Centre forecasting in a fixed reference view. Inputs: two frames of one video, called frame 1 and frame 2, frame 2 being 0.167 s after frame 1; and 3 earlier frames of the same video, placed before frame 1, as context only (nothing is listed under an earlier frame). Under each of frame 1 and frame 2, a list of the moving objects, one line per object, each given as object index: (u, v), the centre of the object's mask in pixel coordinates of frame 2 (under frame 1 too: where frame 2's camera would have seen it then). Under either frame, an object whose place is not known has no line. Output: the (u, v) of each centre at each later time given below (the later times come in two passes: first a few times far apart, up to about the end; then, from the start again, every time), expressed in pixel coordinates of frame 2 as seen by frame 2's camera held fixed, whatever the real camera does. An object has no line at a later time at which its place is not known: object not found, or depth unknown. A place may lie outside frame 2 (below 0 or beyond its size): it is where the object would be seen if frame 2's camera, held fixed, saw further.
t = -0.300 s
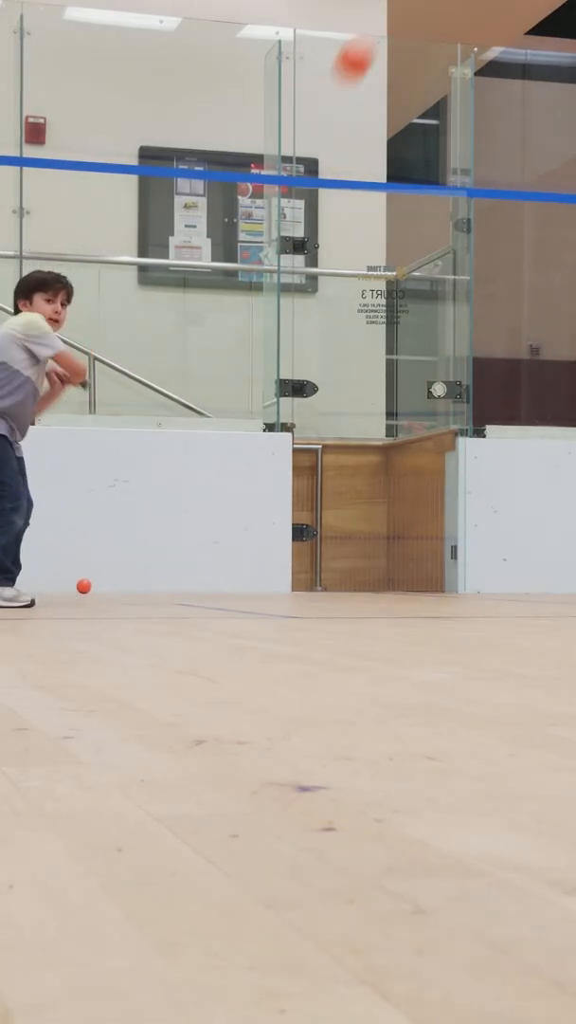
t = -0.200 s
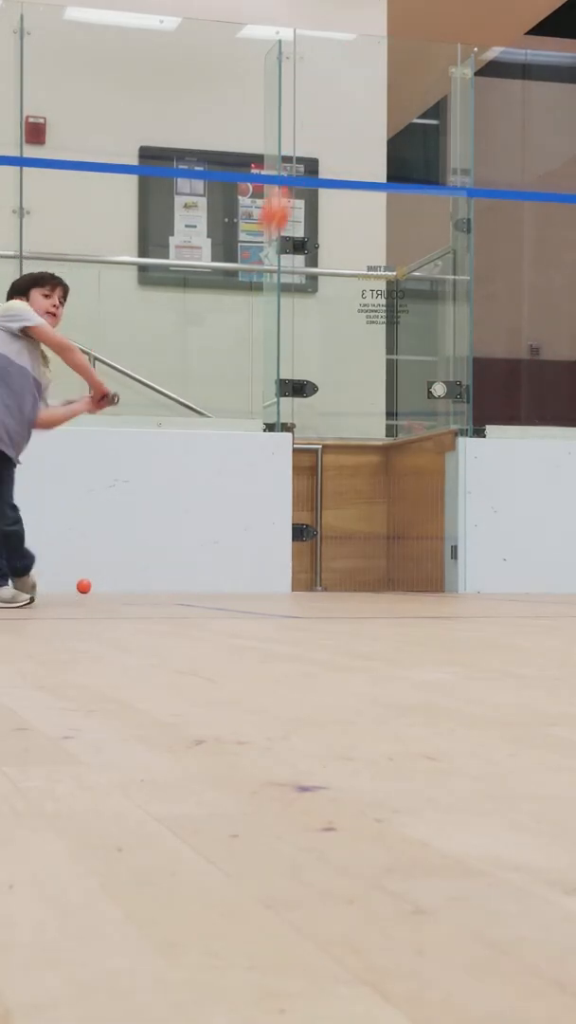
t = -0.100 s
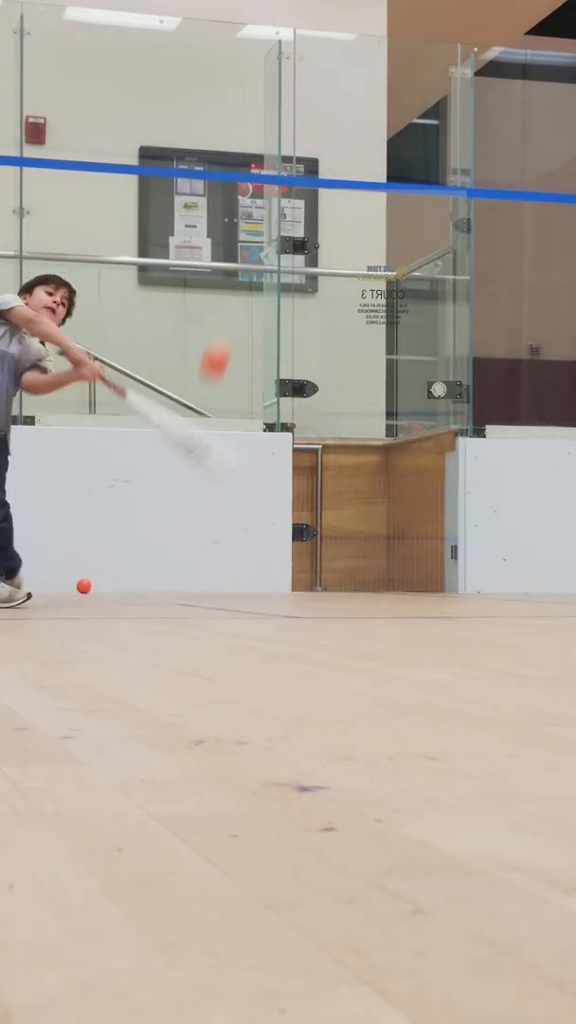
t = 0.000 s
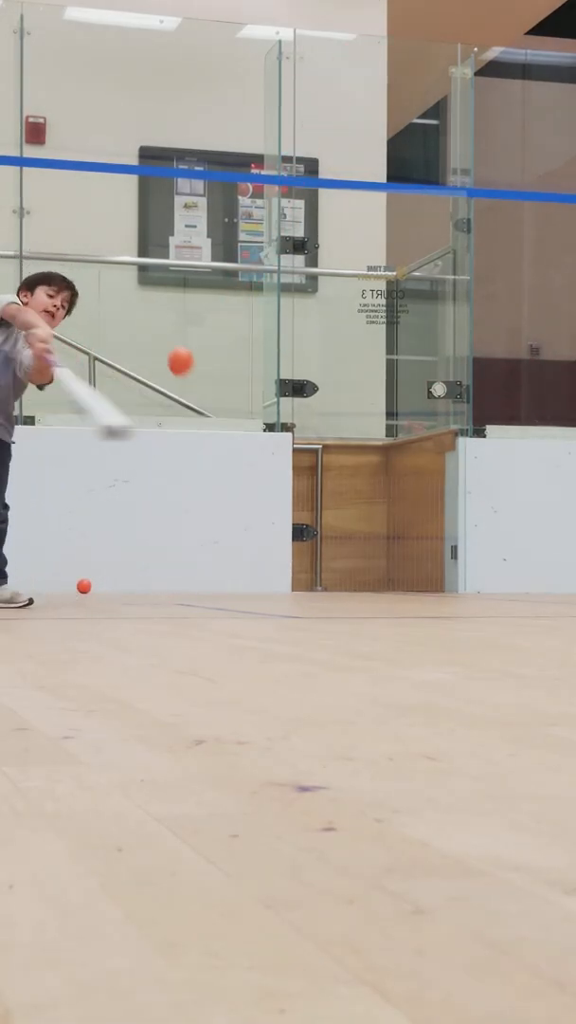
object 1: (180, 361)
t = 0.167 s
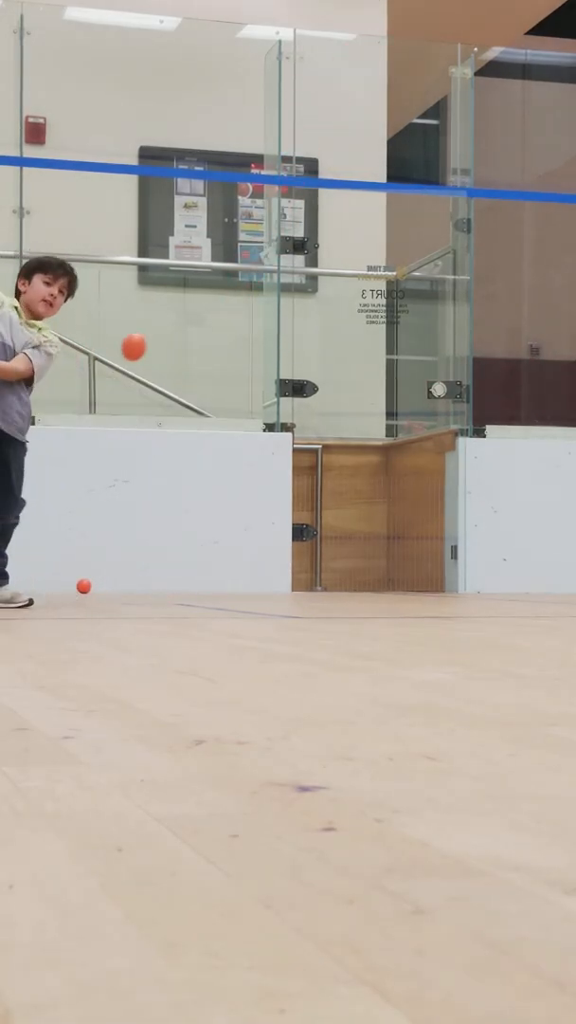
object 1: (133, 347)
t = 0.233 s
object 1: (115, 365)
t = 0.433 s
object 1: (60, 500)
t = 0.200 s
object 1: (124, 354)
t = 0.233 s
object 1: (115, 365)
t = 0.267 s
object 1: (106, 379)
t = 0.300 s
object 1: (97, 397)
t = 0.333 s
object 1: (87, 416)
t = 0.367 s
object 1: (78, 442)
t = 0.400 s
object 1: (69, 469)
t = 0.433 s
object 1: (60, 500)
